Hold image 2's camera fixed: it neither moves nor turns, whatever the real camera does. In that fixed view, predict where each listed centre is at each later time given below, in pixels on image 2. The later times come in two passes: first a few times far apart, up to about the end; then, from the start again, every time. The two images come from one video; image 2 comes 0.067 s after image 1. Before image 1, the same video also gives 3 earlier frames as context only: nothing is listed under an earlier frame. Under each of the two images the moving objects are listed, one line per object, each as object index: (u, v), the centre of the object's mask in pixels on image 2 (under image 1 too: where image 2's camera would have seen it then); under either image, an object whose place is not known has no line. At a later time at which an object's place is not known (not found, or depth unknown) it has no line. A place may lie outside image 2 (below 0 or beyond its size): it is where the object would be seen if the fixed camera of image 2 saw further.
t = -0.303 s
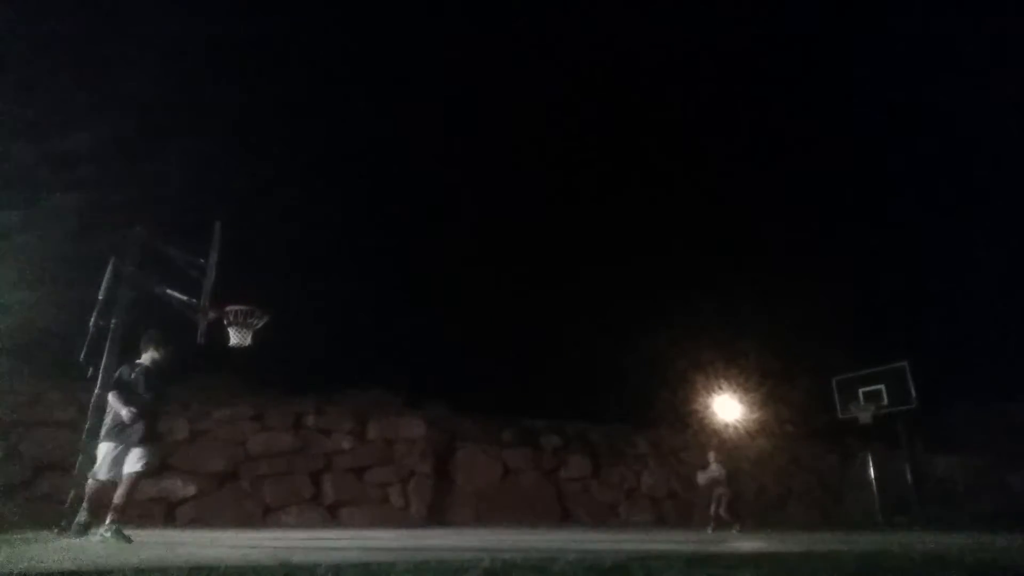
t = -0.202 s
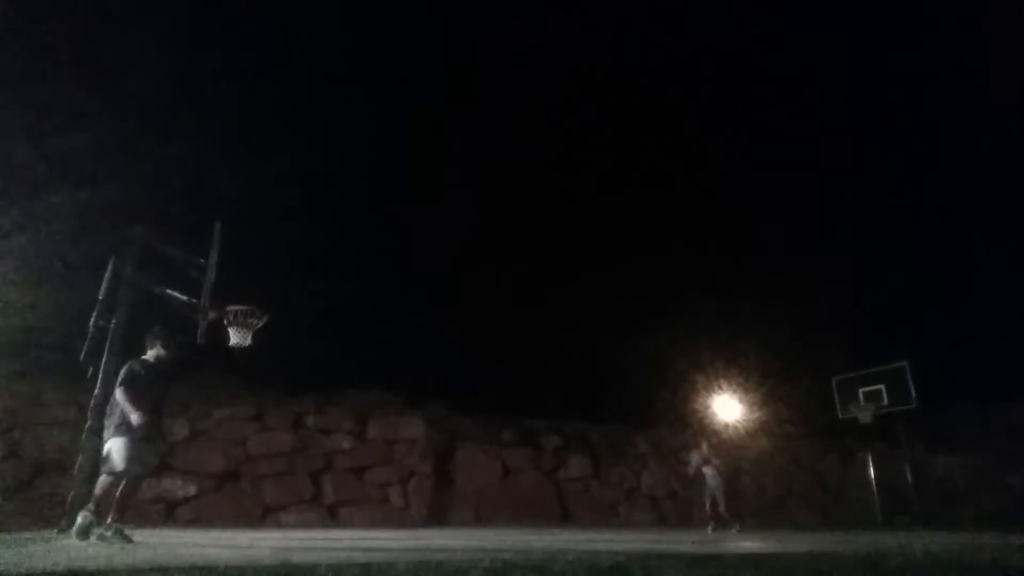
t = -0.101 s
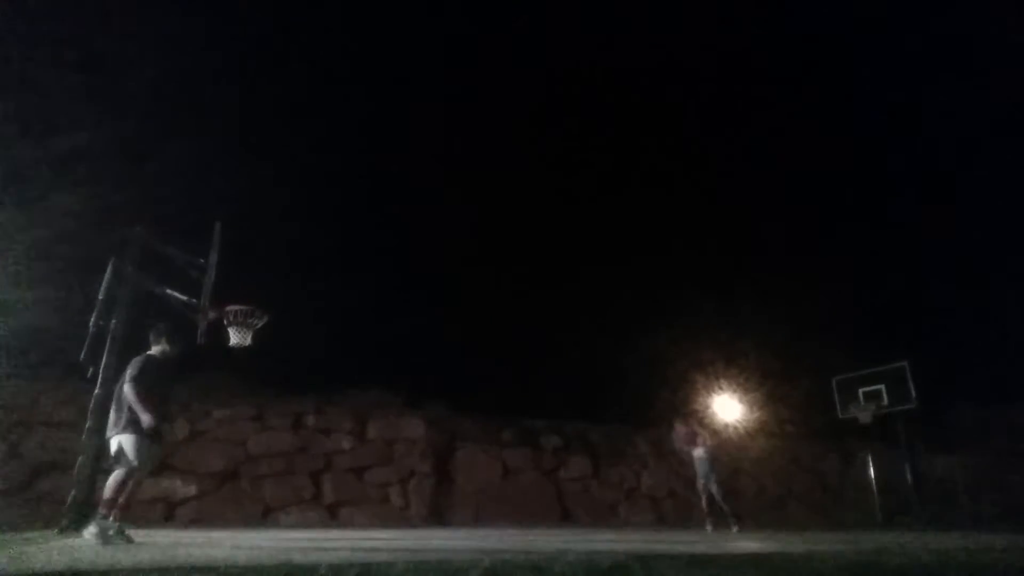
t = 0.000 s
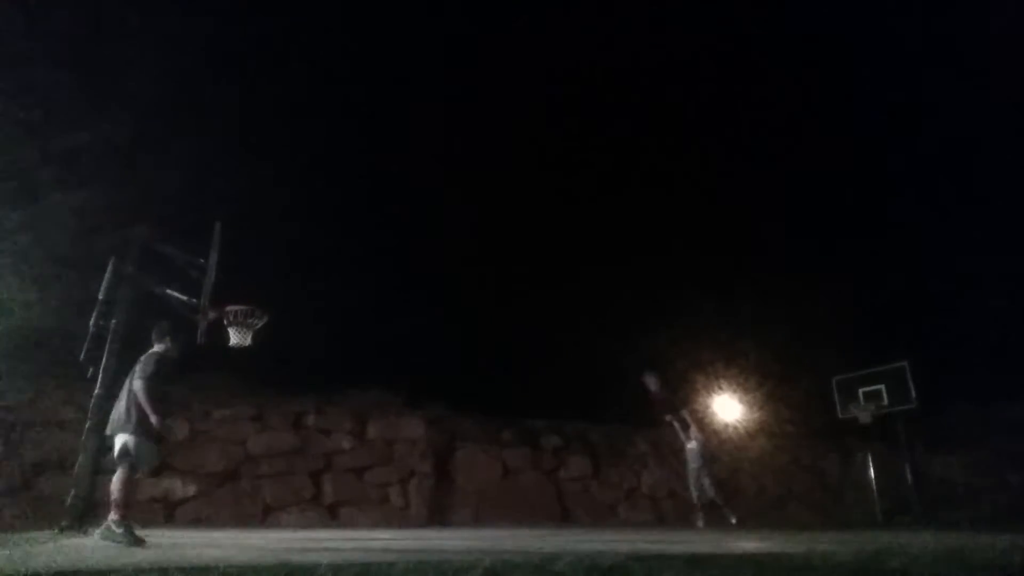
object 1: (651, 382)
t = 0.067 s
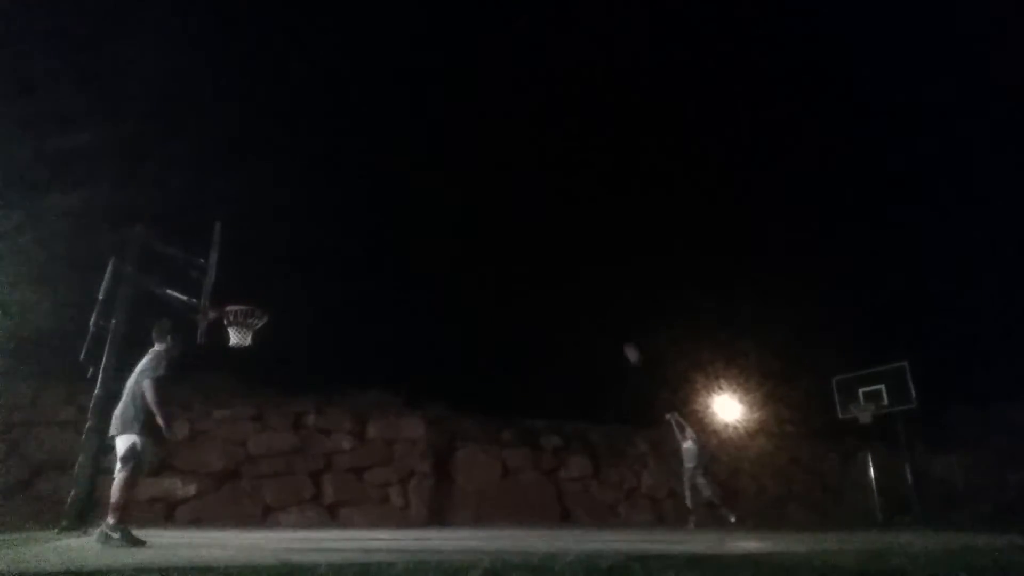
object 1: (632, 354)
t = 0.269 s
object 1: (574, 287)
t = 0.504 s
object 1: (508, 236)
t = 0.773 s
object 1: (424, 215)
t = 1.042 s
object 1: (322, 242)
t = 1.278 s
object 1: (223, 280)
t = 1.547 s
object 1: (291, 251)
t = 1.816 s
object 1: (359, 284)
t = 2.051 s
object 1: (419, 373)
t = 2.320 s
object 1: (487, 495)
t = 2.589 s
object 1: (515, 379)
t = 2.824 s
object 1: (540, 338)
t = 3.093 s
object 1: (574, 365)
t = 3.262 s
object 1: (599, 432)
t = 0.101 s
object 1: (622, 341)
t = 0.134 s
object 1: (613, 329)
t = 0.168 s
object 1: (603, 317)
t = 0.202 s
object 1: (594, 307)
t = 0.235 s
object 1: (584, 297)
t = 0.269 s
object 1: (574, 287)
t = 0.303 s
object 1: (564, 277)
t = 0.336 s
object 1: (556, 269)
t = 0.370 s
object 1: (546, 261)
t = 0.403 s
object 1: (536, 253)
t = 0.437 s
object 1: (527, 247)
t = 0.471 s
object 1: (517, 241)
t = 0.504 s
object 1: (508, 236)
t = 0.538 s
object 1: (498, 230)
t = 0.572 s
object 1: (487, 227)
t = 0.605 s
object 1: (478, 223)
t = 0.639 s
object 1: (467, 220)
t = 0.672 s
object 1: (456, 218)
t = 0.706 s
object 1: (446, 217)
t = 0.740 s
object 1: (435, 216)
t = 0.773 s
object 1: (424, 215)
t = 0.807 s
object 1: (412, 215)
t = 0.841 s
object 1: (401, 217)
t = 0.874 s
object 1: (389, 219)
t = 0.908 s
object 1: (376, 222)
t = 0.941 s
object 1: (363, 226)
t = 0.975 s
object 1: (349, 230)
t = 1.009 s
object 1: (336, 236)
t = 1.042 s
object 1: (322, 242)
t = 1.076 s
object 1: (308, 250)
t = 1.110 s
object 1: (293, 259)
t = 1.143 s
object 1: (276, 270)
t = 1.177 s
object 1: (259, 281)
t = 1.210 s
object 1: (243, 293)
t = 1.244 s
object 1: (233, 291)
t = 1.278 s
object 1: (223, 280)
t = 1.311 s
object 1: (226, 272)
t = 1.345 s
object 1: (237, 267)
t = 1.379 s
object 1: (247, 262)
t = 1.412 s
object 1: (256, 258)
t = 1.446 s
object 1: (265, 255)
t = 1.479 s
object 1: (273, 253)
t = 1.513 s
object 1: (281, 251)
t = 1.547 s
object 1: (291, 251)
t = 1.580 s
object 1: (299, 251)
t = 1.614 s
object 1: (308, 253)
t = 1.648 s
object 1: (317, 256)
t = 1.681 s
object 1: (325, 259)
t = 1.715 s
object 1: (333, 264)
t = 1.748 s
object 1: (342, 270)
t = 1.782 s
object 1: (350, 276)
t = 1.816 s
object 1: (359, 284)
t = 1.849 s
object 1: (367, 293)
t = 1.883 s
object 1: (375, 302)
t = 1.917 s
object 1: (384, 314)
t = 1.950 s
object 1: (393, 327)
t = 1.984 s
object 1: (401, 340)
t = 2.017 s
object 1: (410, 356)
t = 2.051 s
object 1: (419, 373)
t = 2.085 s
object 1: (428, 391)
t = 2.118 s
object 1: (438, 410)
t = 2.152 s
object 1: (446, 431)
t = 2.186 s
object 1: (456, 458)
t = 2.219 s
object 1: (466, 483)
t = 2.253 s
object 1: (477, 509)
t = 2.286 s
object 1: (486, 513)
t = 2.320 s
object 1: (487, 495)
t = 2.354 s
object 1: (491, 475)
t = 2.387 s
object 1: (494, 458)
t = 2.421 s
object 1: (498, 441)
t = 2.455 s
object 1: (502, 426)
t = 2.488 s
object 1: (505, 411)
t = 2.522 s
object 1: (509, 400)
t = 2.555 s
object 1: (512, 389)
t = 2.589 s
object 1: (515, 379)
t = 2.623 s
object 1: (519, 369)
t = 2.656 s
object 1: (522, 361)
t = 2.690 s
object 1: (526, 355)
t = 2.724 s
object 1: (530, 349)
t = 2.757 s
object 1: (533, 344)
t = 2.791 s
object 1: (537, 341)
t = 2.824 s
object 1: (540, 338)
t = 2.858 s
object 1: (544, 337)
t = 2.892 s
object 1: (548, 337)
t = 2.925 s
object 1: (552, 339)
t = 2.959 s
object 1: (556, 342)
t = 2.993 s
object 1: (560, 345)
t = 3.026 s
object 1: (564, 350)
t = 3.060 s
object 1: (568, 357)
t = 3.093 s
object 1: (574, 365)
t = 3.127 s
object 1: (578, 375)
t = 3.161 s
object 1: (583, 386)
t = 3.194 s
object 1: (588, 399)
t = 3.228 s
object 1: (593, 415)
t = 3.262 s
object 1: (599, 432)
